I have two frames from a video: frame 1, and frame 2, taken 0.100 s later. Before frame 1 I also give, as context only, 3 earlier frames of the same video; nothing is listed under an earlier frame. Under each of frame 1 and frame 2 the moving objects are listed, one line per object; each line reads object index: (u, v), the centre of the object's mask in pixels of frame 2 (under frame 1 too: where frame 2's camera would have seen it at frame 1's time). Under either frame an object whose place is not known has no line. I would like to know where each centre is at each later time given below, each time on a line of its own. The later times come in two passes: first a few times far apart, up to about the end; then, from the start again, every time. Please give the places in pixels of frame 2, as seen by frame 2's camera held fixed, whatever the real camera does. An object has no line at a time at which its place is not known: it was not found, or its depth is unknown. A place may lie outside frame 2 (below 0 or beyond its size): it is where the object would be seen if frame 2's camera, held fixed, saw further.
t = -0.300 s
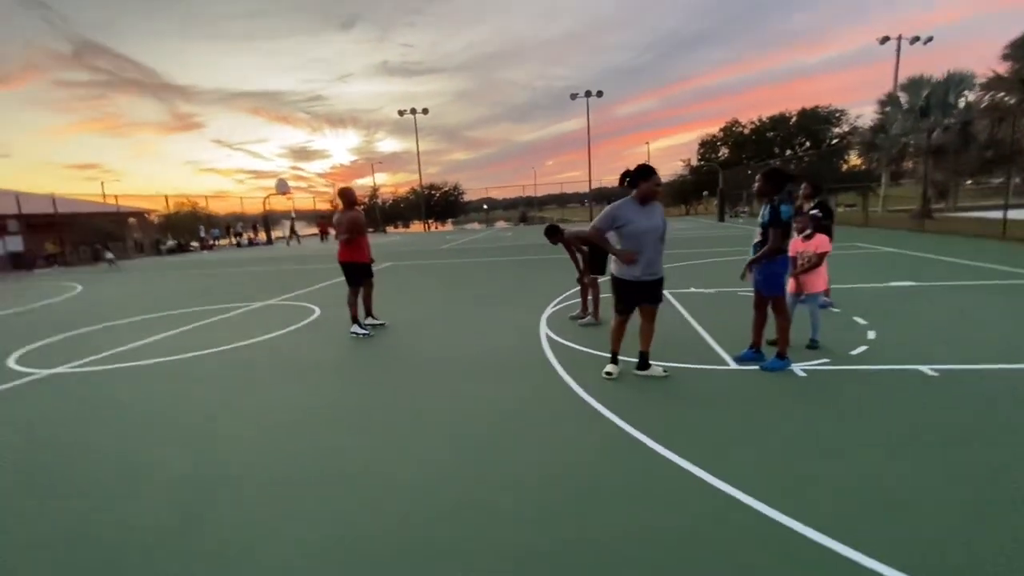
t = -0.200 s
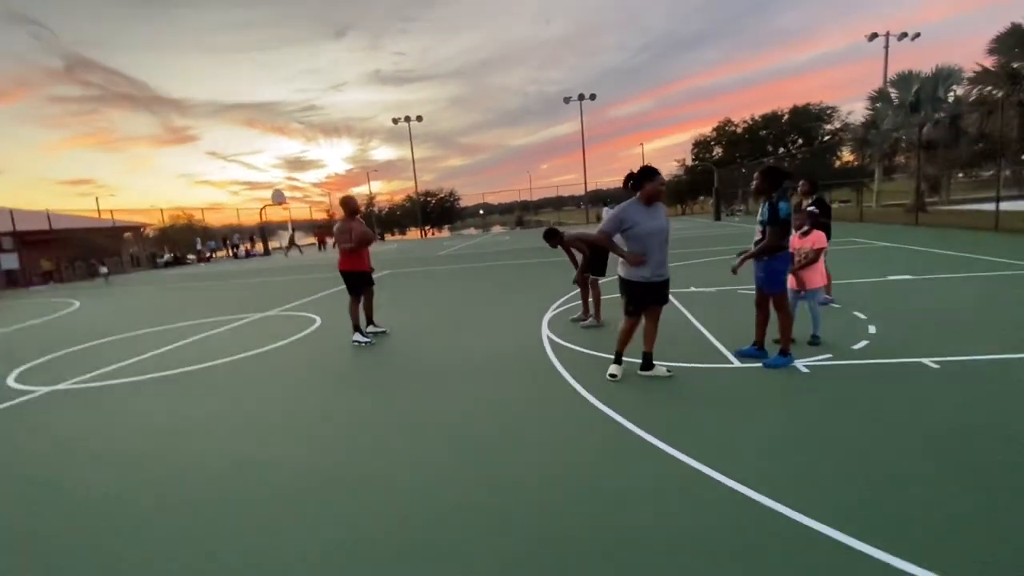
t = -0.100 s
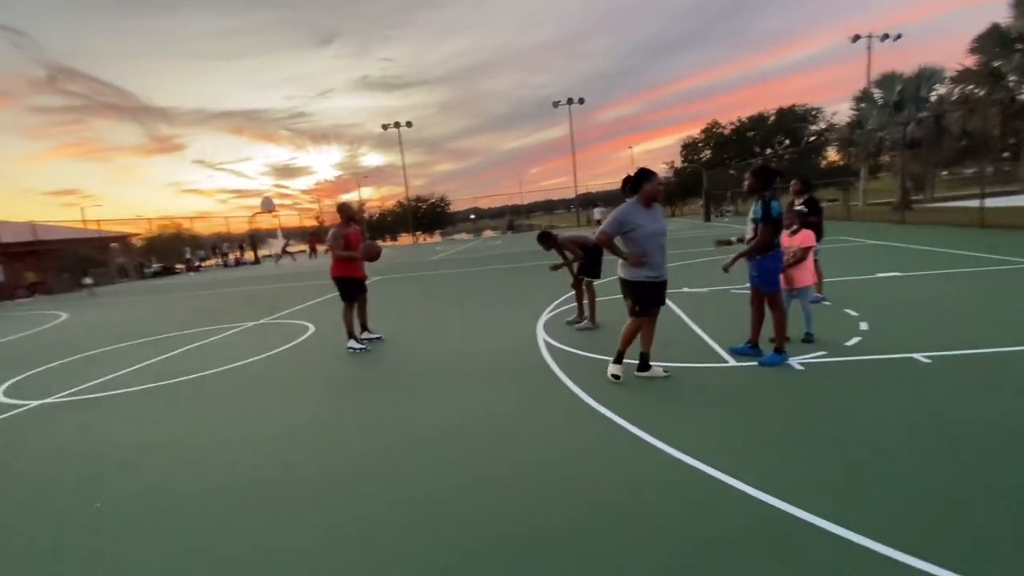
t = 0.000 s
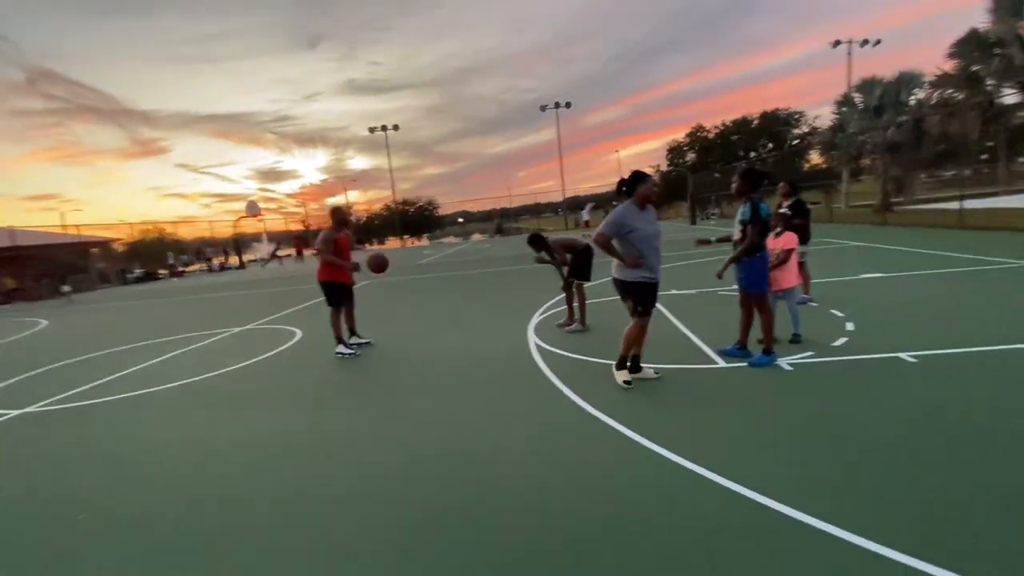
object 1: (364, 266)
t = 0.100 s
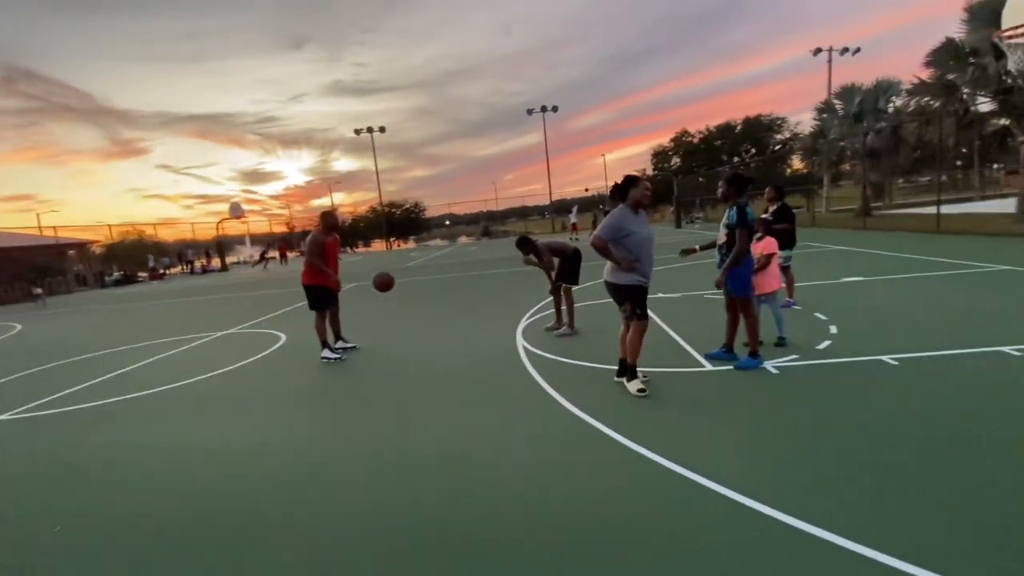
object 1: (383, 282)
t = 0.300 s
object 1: (423, 335)
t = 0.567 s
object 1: (452, 288)
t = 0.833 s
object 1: (483, 280)
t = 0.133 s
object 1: (390, 289)
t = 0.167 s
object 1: (397, 296)
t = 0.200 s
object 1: (403, 305)
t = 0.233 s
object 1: (410, 314)
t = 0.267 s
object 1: (417, 324)
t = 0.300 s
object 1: (423, 335)
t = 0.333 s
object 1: (429, 343)
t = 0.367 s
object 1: (431, 332)
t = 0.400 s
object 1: (435, 322)
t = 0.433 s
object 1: (438, 314)
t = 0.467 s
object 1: (441, 306)
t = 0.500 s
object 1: (445, 299)
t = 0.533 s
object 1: (448, 293)
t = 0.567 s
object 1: (452, 288)
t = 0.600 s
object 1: (455, 284)
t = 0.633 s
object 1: (459, 280)
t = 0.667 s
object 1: (463, 278)
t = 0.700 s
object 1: (467, 277)
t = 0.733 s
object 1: (471, 276)
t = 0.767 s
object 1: (475, 276)
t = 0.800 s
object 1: (479, 277)
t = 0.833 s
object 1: (483, 280)
